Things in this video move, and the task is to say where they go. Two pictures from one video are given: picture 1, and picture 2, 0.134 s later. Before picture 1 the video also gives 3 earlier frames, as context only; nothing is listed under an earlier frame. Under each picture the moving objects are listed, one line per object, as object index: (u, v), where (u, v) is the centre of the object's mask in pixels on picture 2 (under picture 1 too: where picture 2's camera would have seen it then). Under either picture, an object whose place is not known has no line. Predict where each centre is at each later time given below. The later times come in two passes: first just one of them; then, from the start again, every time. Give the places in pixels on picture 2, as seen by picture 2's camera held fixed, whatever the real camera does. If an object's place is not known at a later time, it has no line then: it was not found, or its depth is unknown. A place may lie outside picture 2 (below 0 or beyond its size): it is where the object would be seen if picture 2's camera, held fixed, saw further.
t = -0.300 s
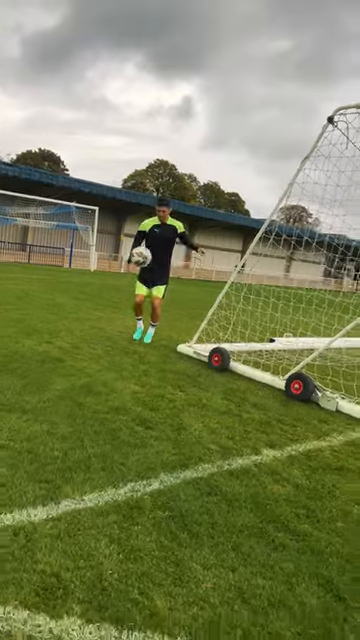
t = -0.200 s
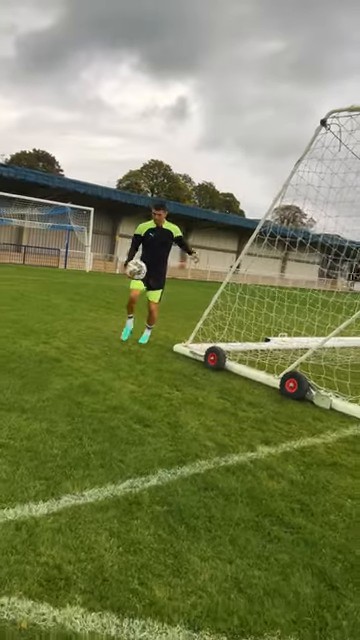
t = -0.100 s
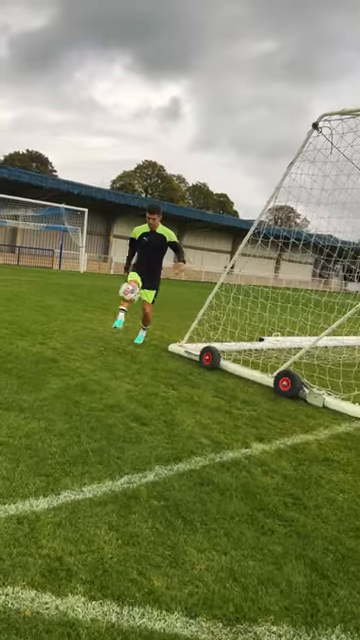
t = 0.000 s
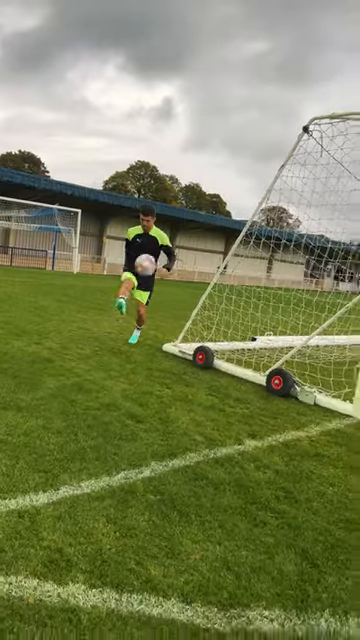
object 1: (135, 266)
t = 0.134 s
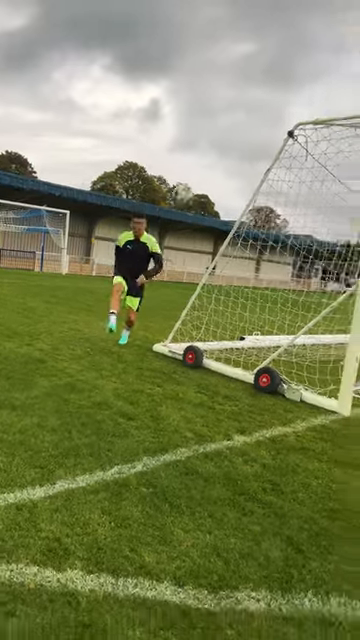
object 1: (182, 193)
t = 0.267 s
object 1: (233, 136)
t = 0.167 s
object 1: (195, 179)
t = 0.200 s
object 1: (208, 163)
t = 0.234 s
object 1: (221, 150)
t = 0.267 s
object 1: (233, 136)
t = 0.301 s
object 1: (246, 123)
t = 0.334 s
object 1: (259, 111)
